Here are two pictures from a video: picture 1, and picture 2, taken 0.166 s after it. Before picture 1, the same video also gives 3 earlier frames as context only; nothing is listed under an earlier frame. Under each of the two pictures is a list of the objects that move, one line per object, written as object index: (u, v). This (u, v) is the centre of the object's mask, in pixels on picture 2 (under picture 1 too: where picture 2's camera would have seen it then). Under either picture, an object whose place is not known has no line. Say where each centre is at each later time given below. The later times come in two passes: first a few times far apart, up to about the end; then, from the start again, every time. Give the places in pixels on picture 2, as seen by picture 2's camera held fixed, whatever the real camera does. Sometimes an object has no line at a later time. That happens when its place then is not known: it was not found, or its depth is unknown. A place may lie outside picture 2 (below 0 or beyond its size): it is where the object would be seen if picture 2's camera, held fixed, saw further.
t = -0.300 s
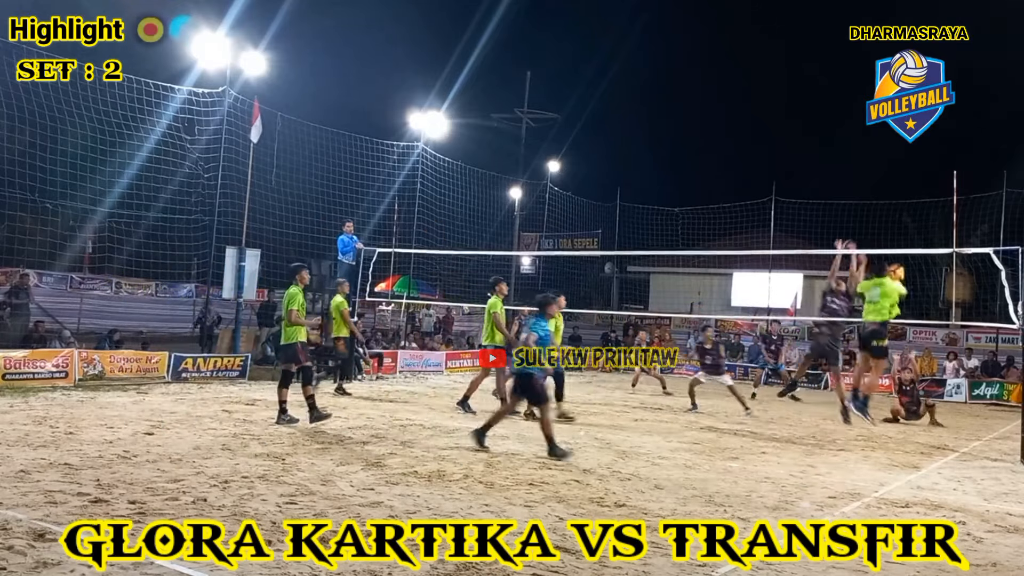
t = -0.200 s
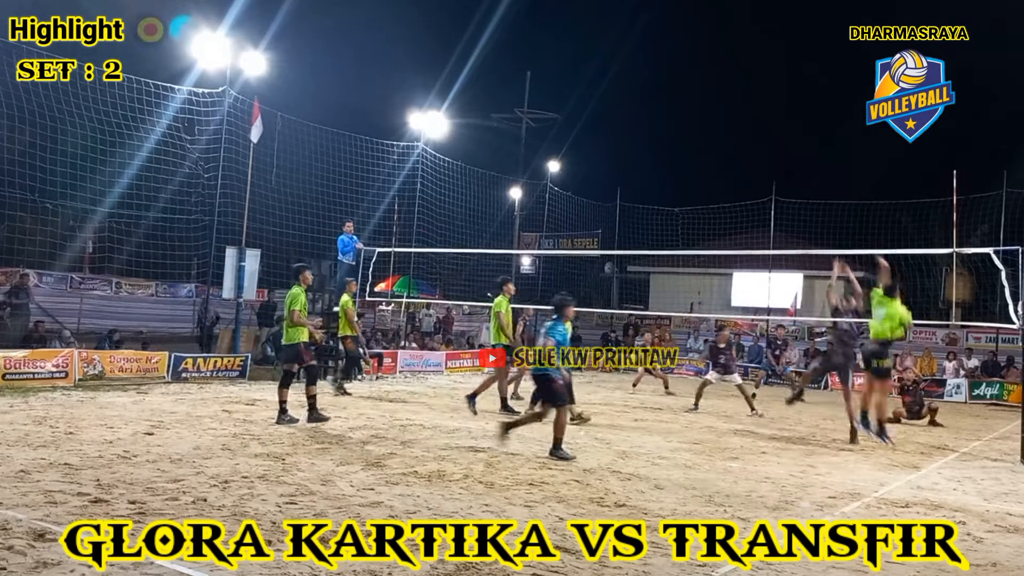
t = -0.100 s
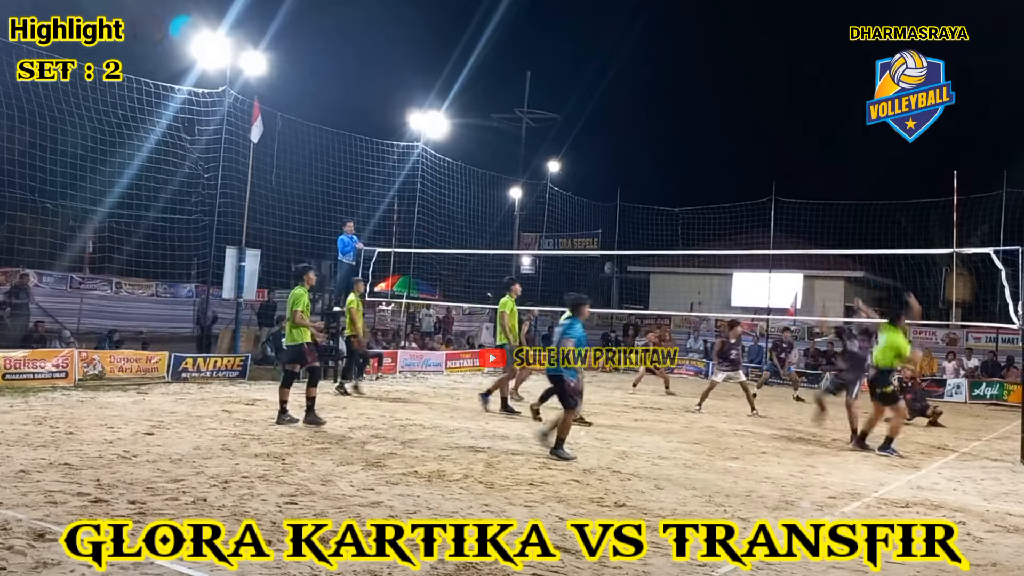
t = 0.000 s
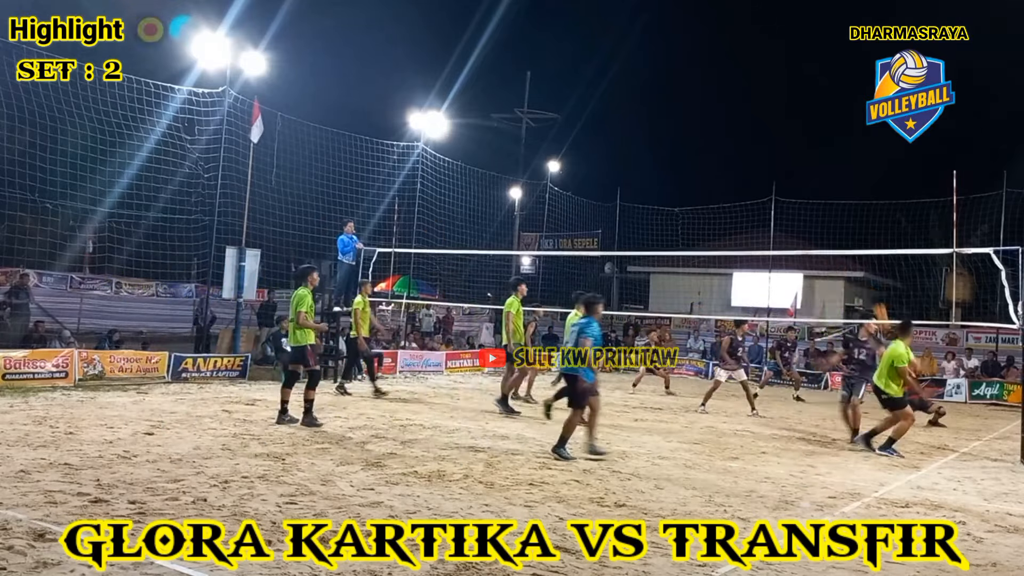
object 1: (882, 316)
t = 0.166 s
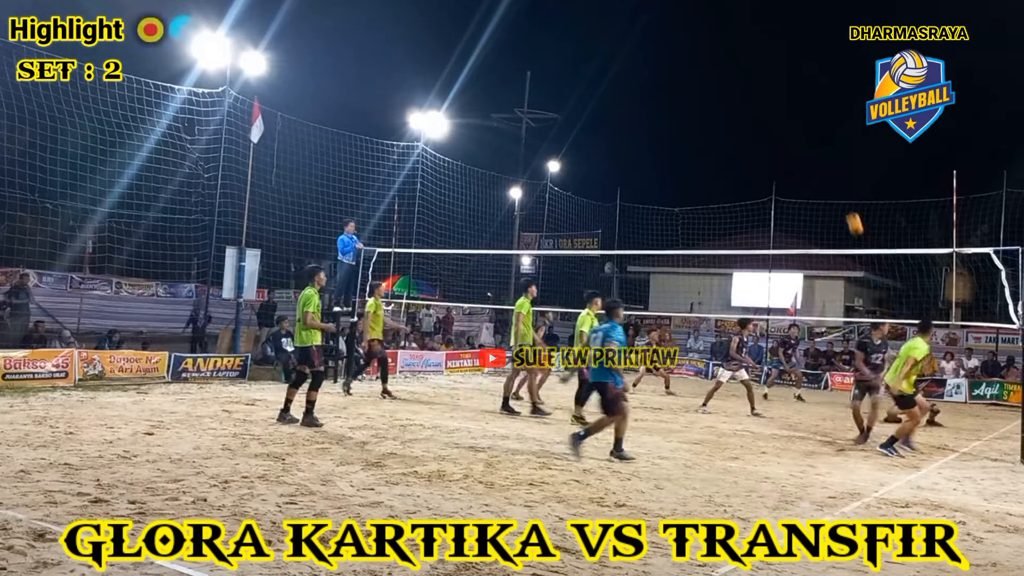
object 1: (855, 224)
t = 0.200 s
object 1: (849, 208)
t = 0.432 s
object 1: (812, 115)
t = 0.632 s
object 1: (781, 63)
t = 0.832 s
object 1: (750, 33)
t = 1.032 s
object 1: (718, 27)
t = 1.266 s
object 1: (682, 47)
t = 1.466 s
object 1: (650, 87)
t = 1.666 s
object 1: (619, 146)
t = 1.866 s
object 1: (589, 225)
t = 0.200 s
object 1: (849, 208)
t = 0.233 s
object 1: (844, 192)
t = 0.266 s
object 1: (839, 177)
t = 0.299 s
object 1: (833, 163)
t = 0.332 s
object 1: (828, 150)
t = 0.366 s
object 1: (823, 138)
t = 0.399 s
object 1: (817, 126)
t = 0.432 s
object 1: (812, 115)
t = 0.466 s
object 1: (807, 105)
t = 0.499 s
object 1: (802, 95)
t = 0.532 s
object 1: (797, 86)
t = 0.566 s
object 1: (791, 77)
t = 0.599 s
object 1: (786, 70)
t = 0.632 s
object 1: (781, 63)
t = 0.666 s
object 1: (776, 56)
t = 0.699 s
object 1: (771, 50)
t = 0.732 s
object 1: (765, 45)
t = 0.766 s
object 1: (760, 41)
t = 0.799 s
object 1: (755, 37)
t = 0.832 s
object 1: (750, 33)
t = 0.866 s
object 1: (745, 31)
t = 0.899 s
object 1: (740, 29)
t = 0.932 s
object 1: (734, 27)
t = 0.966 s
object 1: (729, 27)
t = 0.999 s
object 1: (723, 26)
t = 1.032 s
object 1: (718, 27)
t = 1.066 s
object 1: (714, 28)
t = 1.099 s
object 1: (708, 30)
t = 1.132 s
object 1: (702, 32)
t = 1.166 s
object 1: (697, 35)
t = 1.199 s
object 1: (692, 38)
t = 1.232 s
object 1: (687, 42)
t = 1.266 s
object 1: (682, 47)
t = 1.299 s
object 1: (676, 52)
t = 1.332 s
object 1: (671, 59)
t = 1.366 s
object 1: (666, 64)
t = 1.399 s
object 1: (660, 71)
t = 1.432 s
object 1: (655, 79)
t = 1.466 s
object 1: (650, 87)
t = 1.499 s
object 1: (645, 96)
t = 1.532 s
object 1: (640, 104)
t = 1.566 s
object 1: (634, 114)
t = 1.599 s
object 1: (629, 124)
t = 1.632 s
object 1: (624, 135)
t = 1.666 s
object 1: (619, 146)
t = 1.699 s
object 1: (614, 158)
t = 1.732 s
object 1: (609, 171)
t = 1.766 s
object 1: (604, 183)
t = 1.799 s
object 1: (599, 197)
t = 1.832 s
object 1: (594, 210)
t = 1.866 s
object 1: (589, 225)
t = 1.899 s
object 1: (585, 240)
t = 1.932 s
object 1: (579, 257)
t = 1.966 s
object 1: (575, 271)
